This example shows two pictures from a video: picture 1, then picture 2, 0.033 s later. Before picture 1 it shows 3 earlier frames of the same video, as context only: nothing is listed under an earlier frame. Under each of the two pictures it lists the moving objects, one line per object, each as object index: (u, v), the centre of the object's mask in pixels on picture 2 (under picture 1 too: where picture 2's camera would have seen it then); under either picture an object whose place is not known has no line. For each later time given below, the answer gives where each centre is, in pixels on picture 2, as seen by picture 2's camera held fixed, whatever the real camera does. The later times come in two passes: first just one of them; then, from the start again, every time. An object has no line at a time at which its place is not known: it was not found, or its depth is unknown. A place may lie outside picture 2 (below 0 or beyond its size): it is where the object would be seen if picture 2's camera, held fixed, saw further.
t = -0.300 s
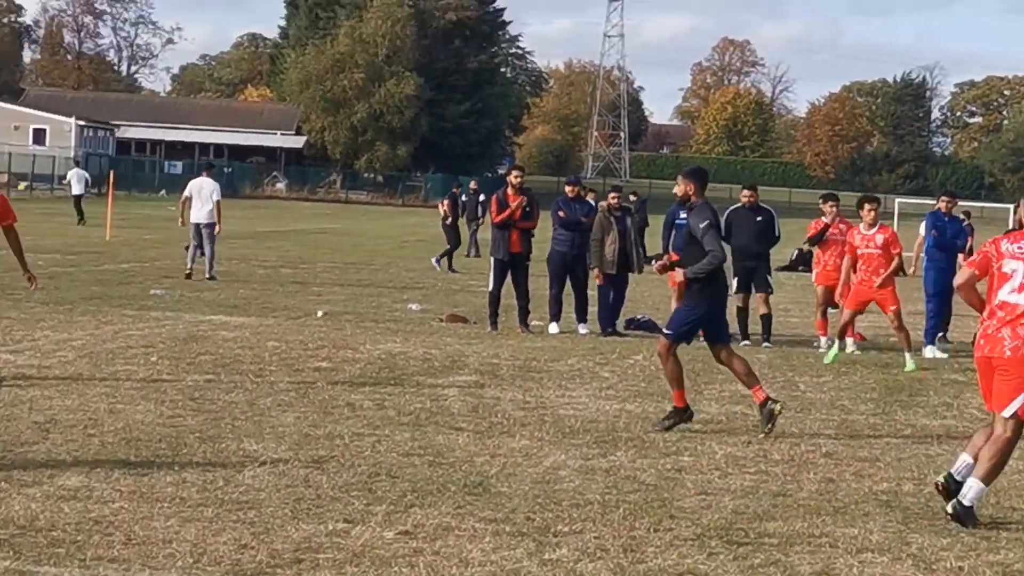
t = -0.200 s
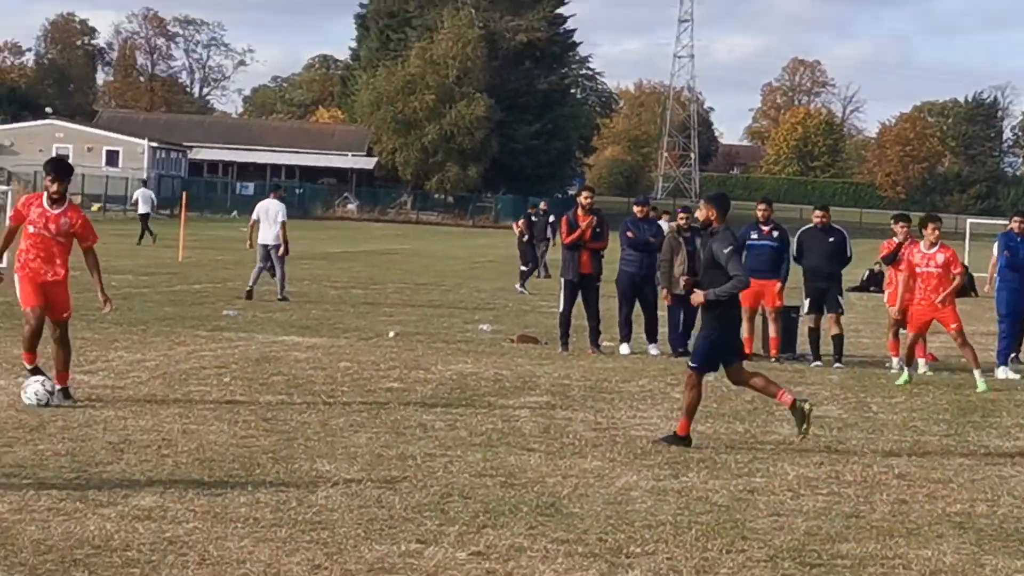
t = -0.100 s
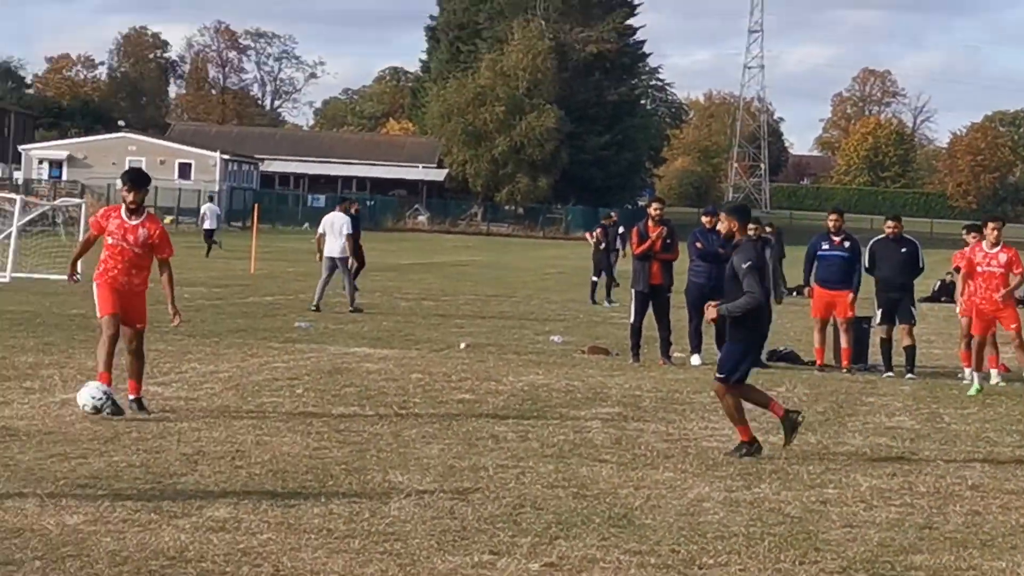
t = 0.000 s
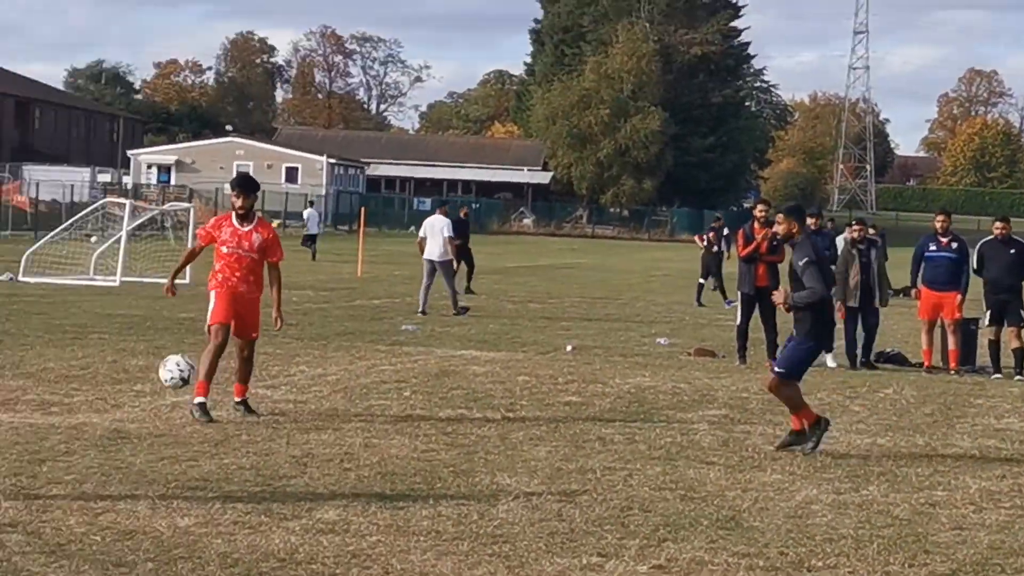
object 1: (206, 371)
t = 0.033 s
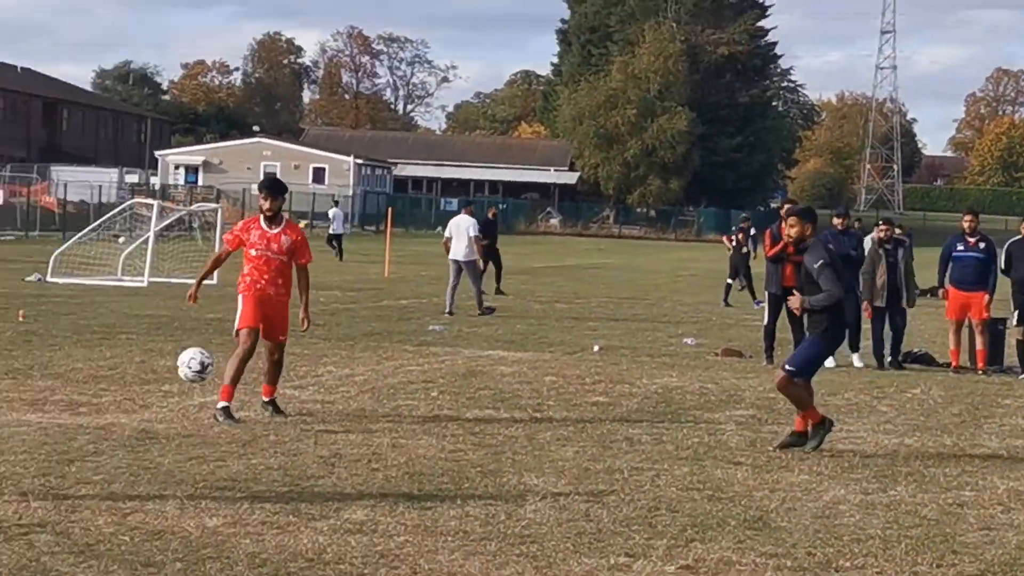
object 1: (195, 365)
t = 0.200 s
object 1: (136, 359)
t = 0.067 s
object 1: (183, 360)
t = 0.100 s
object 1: (171, 357)
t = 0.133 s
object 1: (160, 356)
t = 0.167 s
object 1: (149, 357)
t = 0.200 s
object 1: (136, 359)
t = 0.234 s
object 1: (124, 364)
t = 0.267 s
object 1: (111, 371)
